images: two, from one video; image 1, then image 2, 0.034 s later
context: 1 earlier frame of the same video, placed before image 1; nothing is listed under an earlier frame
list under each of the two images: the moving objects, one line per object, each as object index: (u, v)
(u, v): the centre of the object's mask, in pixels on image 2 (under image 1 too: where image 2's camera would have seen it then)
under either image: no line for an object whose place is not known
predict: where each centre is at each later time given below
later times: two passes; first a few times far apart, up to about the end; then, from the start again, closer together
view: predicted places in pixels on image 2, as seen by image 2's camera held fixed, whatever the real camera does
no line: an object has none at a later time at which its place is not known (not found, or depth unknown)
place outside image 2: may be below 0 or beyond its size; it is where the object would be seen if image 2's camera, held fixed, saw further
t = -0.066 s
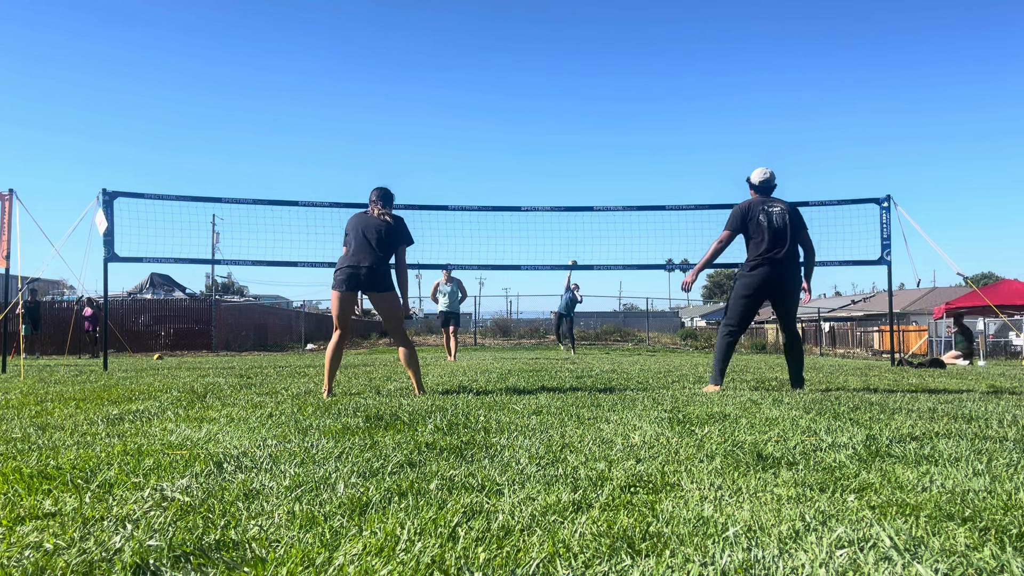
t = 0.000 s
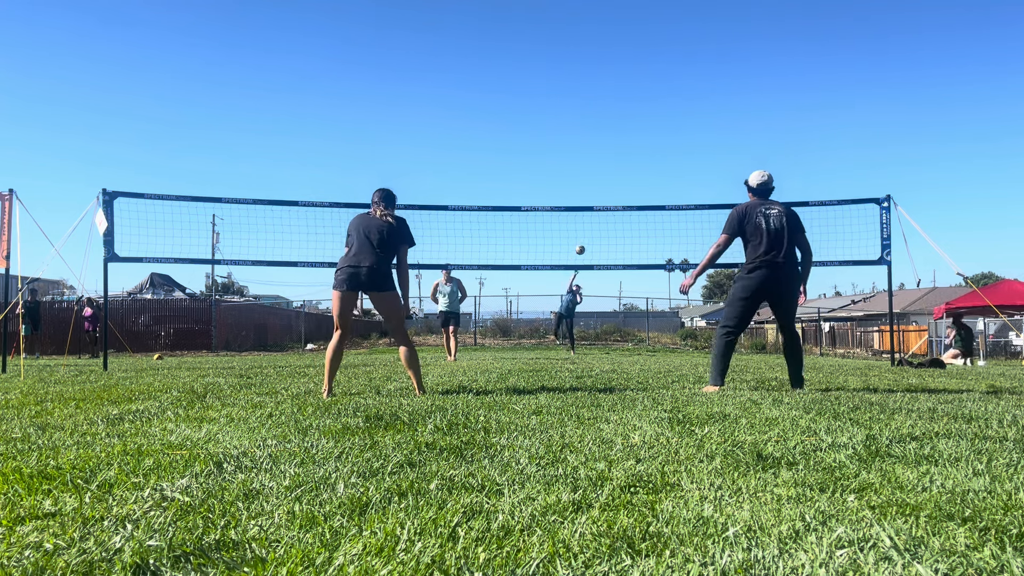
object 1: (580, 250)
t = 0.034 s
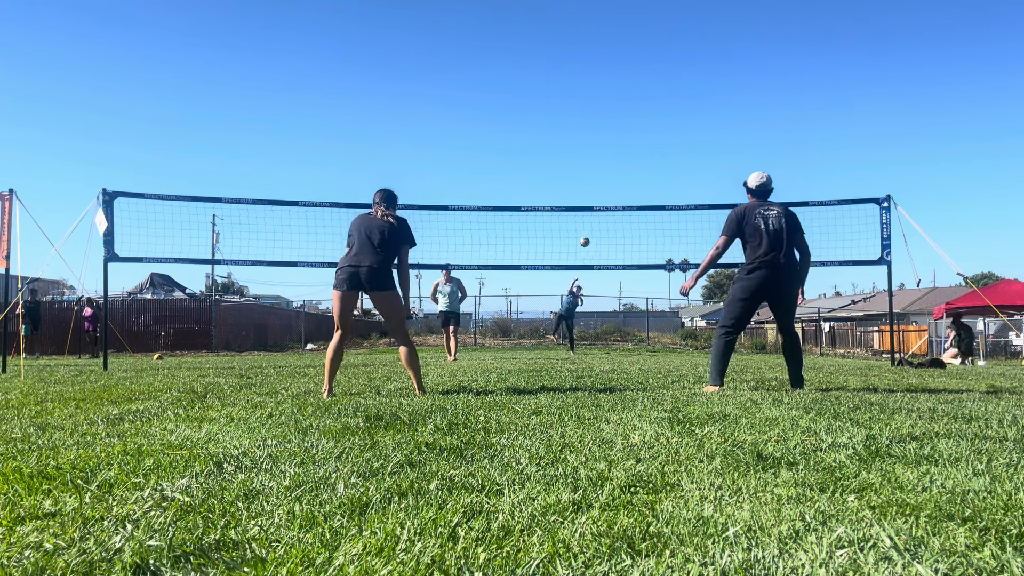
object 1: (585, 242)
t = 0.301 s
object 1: (633, 182)
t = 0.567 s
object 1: (710, 151)
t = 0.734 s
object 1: (774, 157)
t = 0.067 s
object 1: (589, 234)
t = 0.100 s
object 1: (594, 226)
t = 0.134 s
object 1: (599, 218)
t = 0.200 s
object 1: (611, 202)
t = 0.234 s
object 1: (618, 196)
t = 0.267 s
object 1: (625, 189)
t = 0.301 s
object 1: (633, 182)
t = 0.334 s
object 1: (641, 176)
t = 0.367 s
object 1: (650, 171)
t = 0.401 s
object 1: (659, 166)
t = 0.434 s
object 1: (668, 161)
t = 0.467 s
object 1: (678, 158)
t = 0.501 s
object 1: (688, 155)
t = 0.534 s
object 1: (698, 152)
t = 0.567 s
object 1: (710, 151)
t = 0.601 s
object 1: (721, 150)
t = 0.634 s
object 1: (734, 150)
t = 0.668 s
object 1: (747, 151)
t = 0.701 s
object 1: (760, 153)
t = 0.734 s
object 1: (774, 157)
